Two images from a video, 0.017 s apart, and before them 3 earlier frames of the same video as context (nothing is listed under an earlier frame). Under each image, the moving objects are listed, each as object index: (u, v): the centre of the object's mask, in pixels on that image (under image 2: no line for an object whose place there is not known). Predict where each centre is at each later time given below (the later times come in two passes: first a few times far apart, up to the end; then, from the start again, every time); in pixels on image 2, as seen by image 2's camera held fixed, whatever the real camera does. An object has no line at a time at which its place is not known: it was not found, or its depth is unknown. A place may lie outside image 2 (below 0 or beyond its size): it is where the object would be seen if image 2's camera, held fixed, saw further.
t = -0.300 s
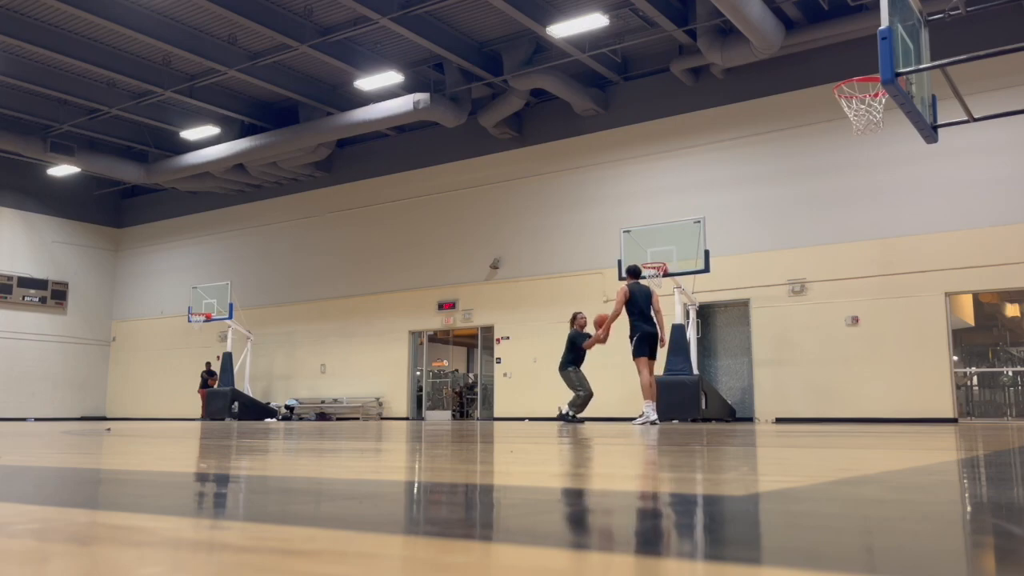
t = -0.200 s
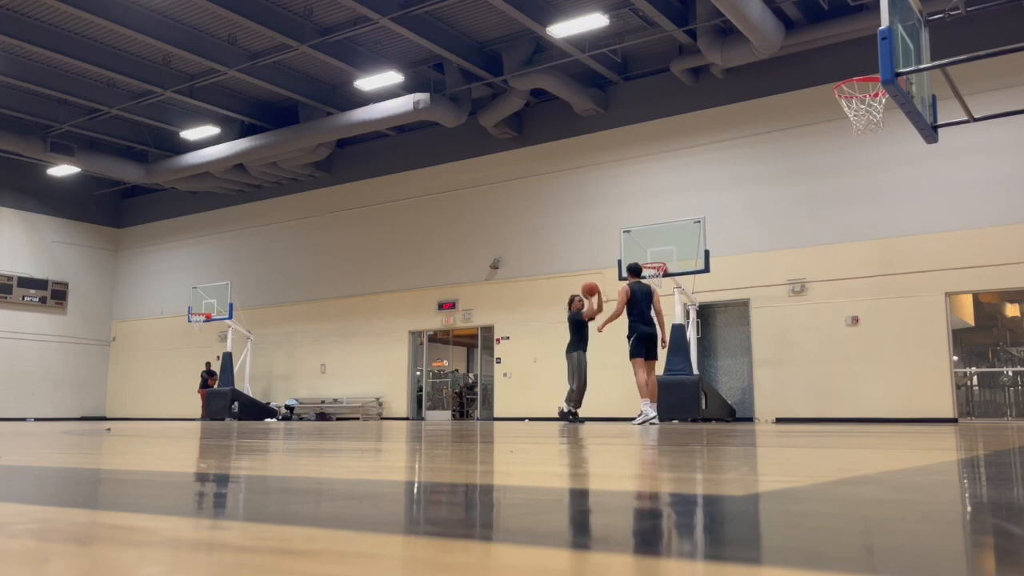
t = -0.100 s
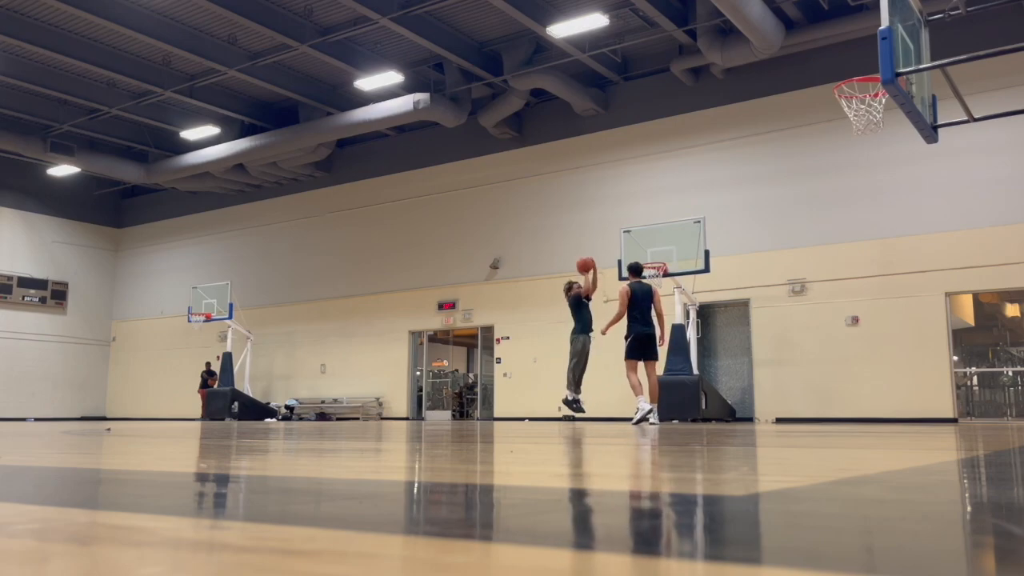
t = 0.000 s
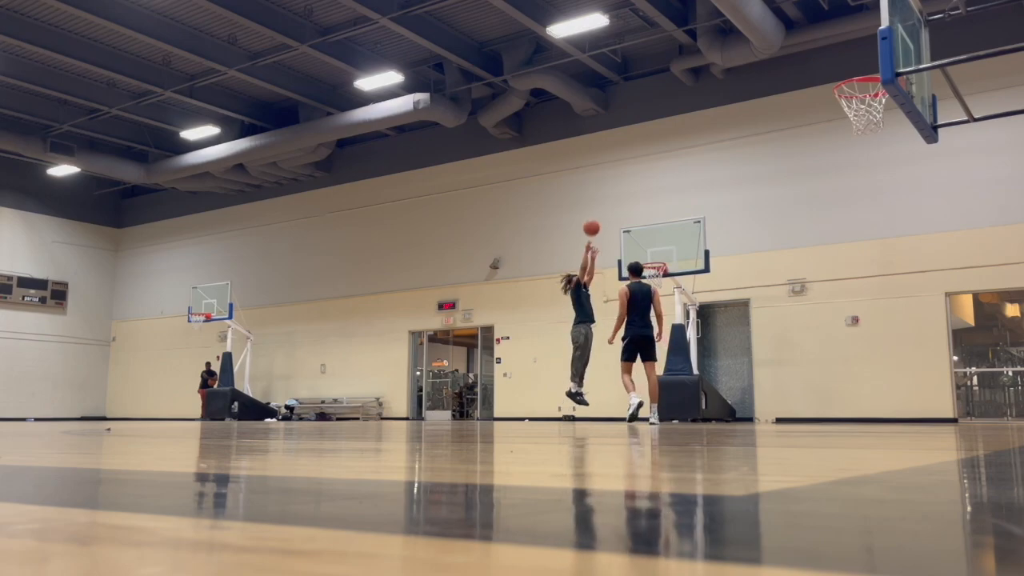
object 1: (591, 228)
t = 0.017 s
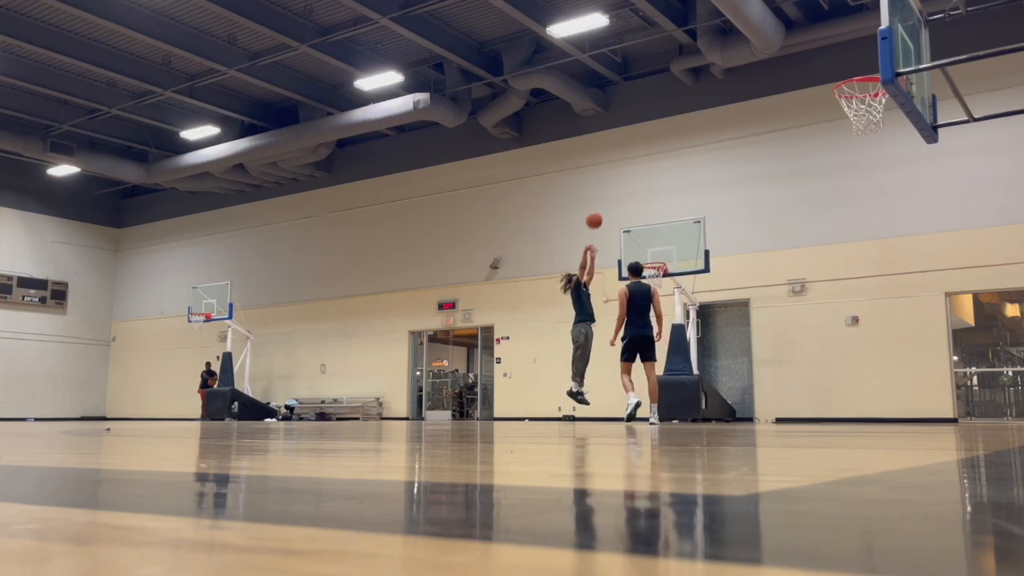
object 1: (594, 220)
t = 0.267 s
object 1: (636, 123)
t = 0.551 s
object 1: (692, 52)
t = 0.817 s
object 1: (757, 33)
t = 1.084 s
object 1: (839, 74)
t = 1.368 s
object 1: (881, 129)
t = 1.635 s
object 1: (857, 239)
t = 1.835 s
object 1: (843, 369)
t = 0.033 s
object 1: (597, 213)
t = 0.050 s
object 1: (599, 206)
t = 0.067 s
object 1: (602, 198)
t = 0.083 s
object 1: (605, 191)
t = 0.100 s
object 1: (607, 185)
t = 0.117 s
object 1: (610, 178)
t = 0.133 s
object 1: (613, 172)
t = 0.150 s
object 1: (616, 165)
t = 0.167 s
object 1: (619, 158)
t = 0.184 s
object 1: (622, 152)
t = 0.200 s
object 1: (625, 146)
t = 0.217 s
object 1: (627, 140)
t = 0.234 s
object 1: (630, 135)
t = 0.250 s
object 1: (633, 128)
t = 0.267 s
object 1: (636, 123)
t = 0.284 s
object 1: (639, 118)
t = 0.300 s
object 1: (642, 112)
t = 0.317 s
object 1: (645, 108)
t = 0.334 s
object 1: (649, 103)
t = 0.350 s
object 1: (652, 98)
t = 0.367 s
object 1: (655, 93)
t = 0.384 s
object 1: (658, 89)
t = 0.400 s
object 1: (661, 84)
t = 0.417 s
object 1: (665, 80)
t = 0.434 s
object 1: (668, 76)
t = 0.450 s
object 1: (671, 72)
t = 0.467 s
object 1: (675, 68)
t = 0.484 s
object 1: (678, 65)
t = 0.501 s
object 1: (682, 61)
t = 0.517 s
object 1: (685, 58)
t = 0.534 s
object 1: (689, 55)
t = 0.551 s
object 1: (692, 52)
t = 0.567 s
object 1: (696, 49)
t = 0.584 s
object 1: (700, 47)
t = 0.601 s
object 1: (704, 45)
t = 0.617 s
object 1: (707, 43)
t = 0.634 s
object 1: (711, 40)
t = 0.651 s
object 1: (715, 39)
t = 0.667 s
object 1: (719, 37)
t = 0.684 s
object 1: (723, 36)
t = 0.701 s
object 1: (727, 35)
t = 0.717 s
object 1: (731, 34)
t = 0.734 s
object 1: (735, 33)
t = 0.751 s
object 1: (739, 33)
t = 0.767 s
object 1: (743, 33)
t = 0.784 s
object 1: (748, 33)
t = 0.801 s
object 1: (752, 33)
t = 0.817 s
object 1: (757, 33)
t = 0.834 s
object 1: (761, 34)
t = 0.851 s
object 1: (766, 35)
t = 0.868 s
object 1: (771, 36)
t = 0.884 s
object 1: (776, 38)
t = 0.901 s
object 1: (781, 39)
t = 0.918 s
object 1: (786, 42)
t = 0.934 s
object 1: (791, 44)
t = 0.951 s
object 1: (796, 47)
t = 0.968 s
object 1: (802, 49)
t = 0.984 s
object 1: (807, 53)
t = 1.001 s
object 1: (812, 56)
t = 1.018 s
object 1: (818, 60)
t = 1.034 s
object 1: (823, 64)
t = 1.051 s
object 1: (829, 68)
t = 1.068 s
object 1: (834, 72)
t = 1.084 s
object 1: (839, 74)
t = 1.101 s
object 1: (845, 83)
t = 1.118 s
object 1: (853, 88)
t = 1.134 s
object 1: (857, 92)
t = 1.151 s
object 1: (866, 98)
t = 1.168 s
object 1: (871, 101)
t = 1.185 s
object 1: (873, 103)
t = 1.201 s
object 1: (876, 103)
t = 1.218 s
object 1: (879, 108)
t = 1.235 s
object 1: (881, 107)
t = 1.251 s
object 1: (883, 107)
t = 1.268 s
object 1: (885, 109)
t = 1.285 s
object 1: (887, 111)
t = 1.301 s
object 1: (887, 114)
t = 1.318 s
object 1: (886, 117)
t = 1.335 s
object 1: (884, 120)
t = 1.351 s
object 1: (883, 124)
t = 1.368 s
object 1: (881, 129)
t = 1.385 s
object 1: (879, 134)
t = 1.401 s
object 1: (878, 139)
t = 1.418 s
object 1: (876, 144)
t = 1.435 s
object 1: (874, 150)
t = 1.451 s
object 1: (873, 156)
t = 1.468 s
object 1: (871, 162)
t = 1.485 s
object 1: (870, 168)
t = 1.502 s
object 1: (868, 175)
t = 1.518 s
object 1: (867, 182)
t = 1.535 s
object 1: (866, 189)
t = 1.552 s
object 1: (864, 197)
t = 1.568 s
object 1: (863, 205)
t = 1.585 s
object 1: (861, 213)
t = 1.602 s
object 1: (860, 221)
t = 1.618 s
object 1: (858, 230)
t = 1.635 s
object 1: (857, 239)
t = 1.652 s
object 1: (856, 248)
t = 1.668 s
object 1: (855, 258)
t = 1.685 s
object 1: (853, 267)
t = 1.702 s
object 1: (852, 277)
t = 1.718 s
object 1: (851, 288)
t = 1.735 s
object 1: (850, 298)
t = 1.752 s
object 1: (849, 310)
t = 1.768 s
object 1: (847, 321)
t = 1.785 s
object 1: (846, 332)
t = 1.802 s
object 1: (845, 344)
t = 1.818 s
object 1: (844, 356)
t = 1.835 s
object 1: (843, 369)
